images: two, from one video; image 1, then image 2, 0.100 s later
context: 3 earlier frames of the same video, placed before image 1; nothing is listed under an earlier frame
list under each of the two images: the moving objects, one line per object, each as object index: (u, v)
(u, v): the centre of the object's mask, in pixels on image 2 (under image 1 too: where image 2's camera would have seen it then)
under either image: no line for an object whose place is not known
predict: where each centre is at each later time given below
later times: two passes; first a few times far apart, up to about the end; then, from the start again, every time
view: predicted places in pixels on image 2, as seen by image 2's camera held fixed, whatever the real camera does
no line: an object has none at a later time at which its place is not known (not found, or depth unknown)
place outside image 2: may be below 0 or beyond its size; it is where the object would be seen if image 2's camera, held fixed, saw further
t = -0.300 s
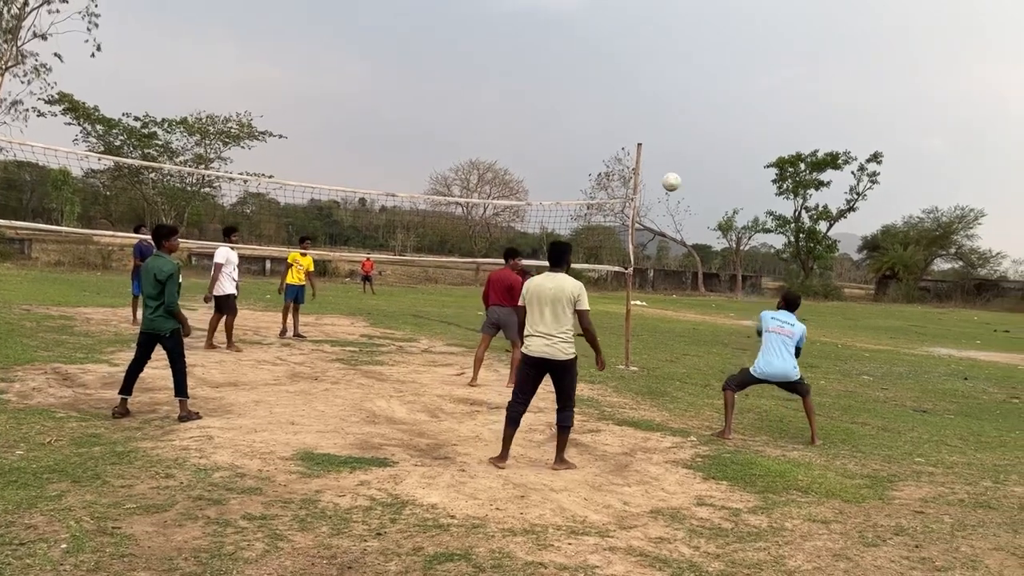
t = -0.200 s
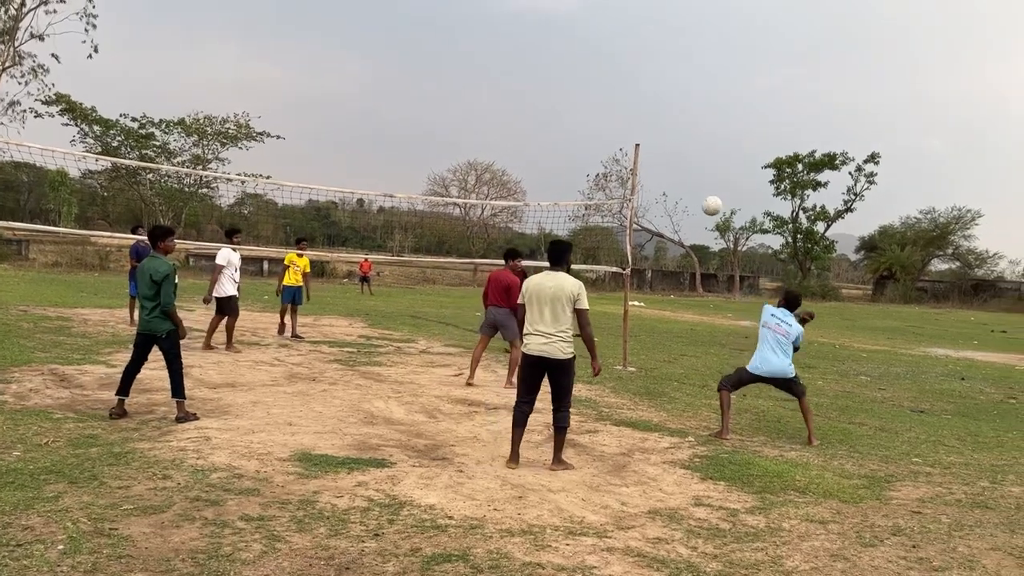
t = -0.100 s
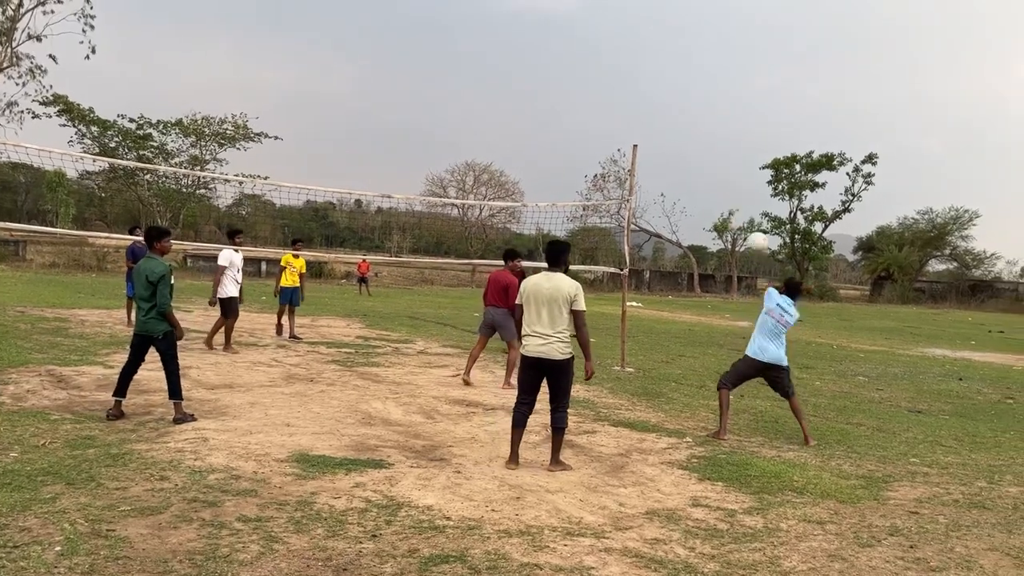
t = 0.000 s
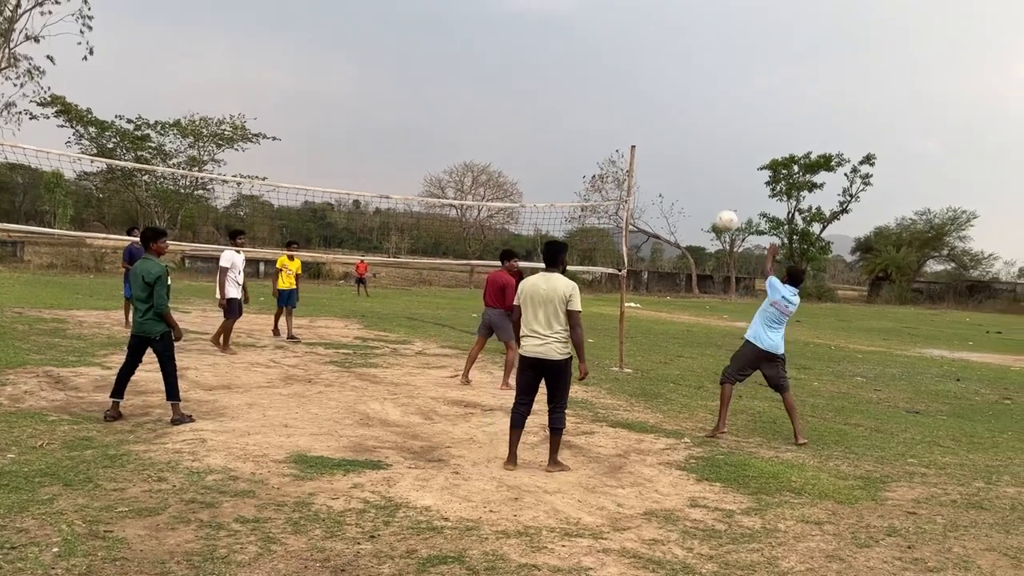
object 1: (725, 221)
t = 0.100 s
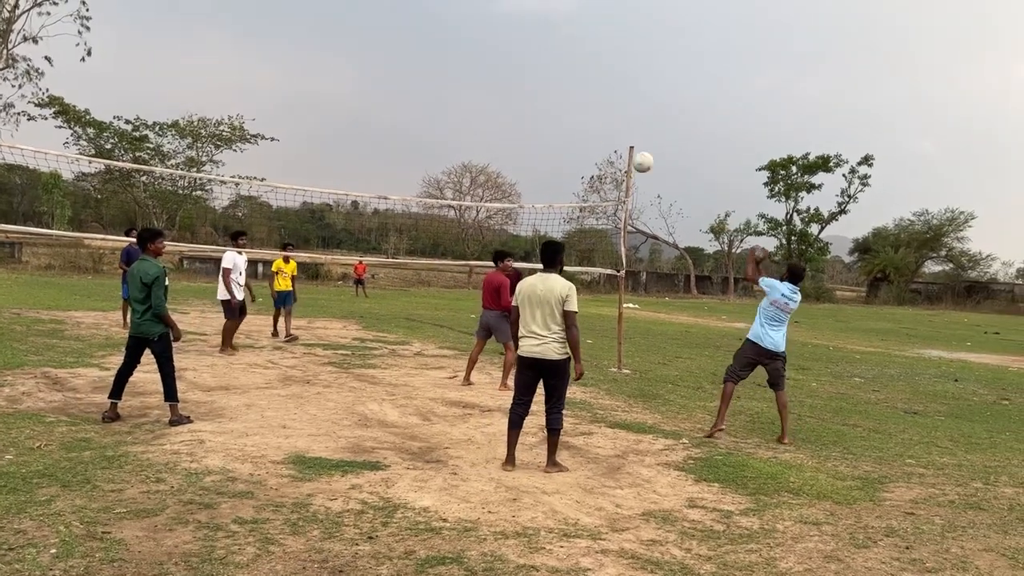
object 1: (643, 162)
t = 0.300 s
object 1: (499, 88)
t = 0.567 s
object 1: (338, 62)
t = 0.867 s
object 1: (197, 106)
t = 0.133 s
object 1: (617, 146)
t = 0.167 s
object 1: (592, 131)
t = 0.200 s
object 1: (567, 118)
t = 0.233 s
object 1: (544, 107)
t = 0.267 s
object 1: (521, 97)
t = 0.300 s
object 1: (499, 88)
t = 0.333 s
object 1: (477, 81)
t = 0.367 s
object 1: (456, 75)
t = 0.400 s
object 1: (434, 69)
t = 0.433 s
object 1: (414, 65)
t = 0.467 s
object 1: (394, 63)
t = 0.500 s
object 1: (375, 62)
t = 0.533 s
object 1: (356, 62)
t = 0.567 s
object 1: (338, 62)
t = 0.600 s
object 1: (321, 64)
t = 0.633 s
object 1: (304, 66)
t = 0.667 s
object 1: (287, 70)
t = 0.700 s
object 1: (271, 74)
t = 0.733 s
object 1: (256, 79)
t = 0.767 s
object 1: (241, 85)
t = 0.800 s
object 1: (226, 91)
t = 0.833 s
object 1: (211, 98)
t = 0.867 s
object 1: (197, 106)
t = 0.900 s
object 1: (183, 114)
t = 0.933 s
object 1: (169, 121)
